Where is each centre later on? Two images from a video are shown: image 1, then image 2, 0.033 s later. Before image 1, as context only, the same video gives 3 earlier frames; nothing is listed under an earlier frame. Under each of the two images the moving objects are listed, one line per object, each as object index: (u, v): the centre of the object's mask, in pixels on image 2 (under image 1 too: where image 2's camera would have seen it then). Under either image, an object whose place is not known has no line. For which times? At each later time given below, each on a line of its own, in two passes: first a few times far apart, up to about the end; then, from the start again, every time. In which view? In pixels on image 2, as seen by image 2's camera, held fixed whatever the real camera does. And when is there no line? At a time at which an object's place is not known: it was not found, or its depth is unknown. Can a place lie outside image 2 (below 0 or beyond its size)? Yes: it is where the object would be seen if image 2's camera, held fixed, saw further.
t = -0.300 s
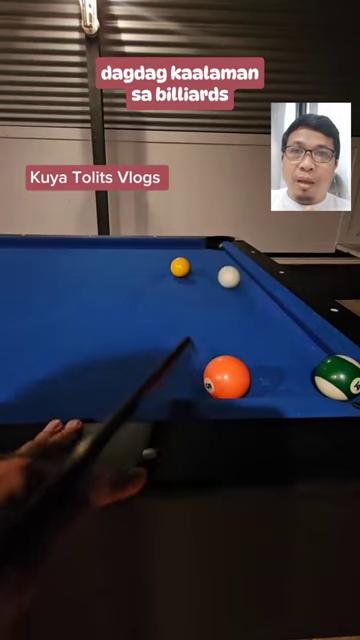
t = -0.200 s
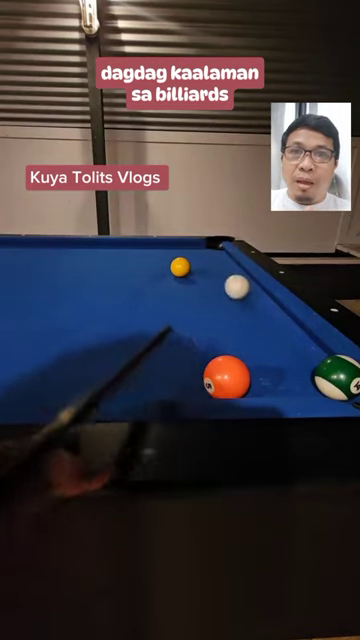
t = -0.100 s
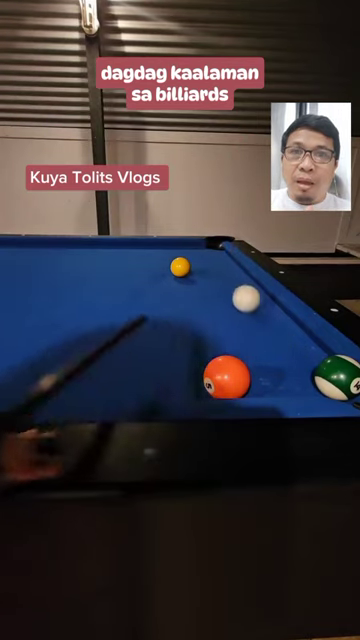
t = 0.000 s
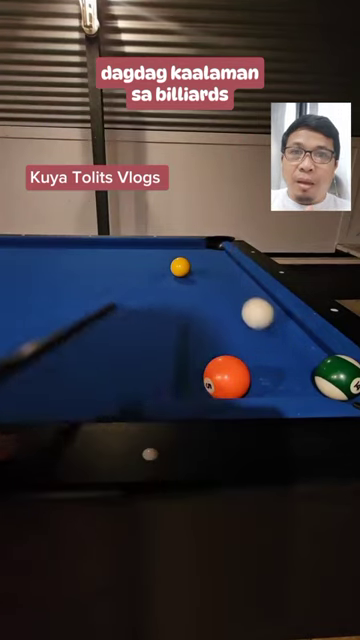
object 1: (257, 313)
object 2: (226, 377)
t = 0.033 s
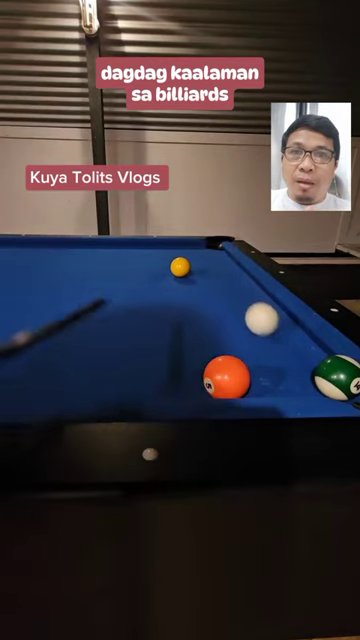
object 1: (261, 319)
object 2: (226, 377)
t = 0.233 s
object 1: (292, 364)
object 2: (226, 377)
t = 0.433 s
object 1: (270, 374)
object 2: (219, 377)
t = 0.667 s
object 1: (253, 352)
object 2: (195, 376)
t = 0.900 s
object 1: (241, 335)
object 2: (172, 375)
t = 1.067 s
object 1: (233, 326)
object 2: (158, 375)
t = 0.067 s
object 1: (266, 325)
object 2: (226, 377)
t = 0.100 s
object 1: (271, 331)
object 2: (226, 377)
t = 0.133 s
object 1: (277, 339)
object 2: (226, 377)
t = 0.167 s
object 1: (283, 347)
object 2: (226, 377)
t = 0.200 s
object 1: (290, 356)
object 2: (226, 377)
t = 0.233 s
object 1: (292, 364)
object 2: (226, 377)
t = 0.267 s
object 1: (289, 371)
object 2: (226, 377)
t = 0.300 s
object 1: (287, 377)
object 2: (226, 377)
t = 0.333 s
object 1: (284, 381)
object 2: (226, 377)
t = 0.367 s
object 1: (277, 379)
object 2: (226, 377)
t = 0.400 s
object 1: (273, 377)
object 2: (223, 377)
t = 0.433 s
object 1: (270, 374)
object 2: (219, 377)
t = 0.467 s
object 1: (267, 370)
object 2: (215, 377)
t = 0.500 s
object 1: (265, 367)
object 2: (212, 376)
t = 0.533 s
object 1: (262, 363)
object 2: (208, 376)
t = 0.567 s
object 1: (260, 360)
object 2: (205, 376)
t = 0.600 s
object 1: (258, 357)
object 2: (201, 376)
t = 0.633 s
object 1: (255, 354)
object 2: (198, 376)
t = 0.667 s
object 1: (253, 352)
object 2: (195, 376)
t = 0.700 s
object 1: (251, 349)
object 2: (192, 376)
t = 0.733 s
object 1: (249, 347)
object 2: (188, 375)
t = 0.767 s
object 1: (248, 344)
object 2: (185, 375)
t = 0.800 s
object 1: (246, 342)
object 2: (182, 375)
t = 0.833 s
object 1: (244, 340)
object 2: (179, 375)
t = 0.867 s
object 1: (242, 338)
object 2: (175, 375)
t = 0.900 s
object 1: (241, 335)
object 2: (172, 375)
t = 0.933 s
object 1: (239, 333)
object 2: (169, 375)
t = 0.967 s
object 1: (237, 332)
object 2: (166, 375)
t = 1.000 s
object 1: (236, 330)
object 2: (164, 375)
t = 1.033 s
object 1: (234, 328)
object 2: (161, 375)
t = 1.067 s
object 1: (233, 326)
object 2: (158, 375)
